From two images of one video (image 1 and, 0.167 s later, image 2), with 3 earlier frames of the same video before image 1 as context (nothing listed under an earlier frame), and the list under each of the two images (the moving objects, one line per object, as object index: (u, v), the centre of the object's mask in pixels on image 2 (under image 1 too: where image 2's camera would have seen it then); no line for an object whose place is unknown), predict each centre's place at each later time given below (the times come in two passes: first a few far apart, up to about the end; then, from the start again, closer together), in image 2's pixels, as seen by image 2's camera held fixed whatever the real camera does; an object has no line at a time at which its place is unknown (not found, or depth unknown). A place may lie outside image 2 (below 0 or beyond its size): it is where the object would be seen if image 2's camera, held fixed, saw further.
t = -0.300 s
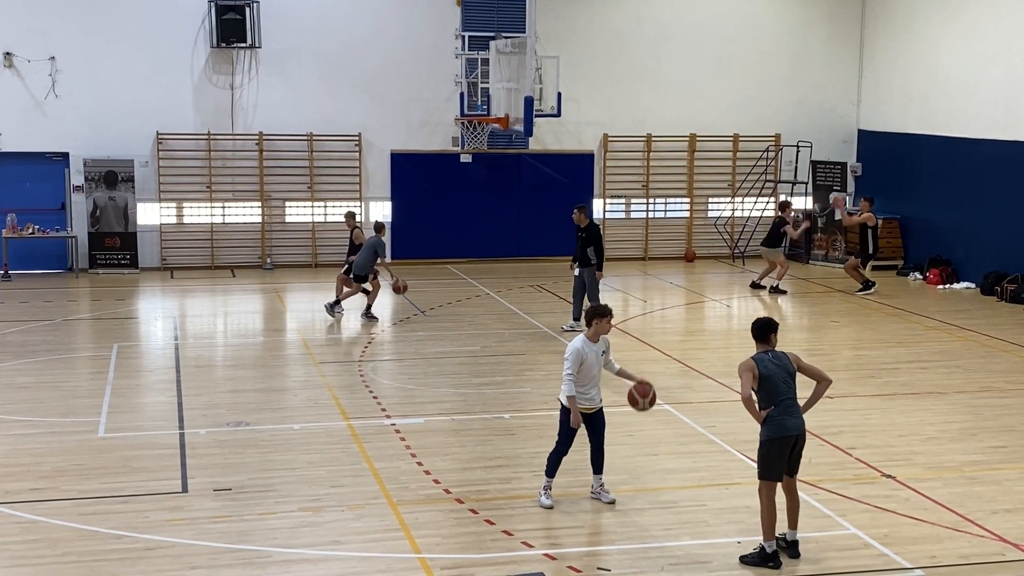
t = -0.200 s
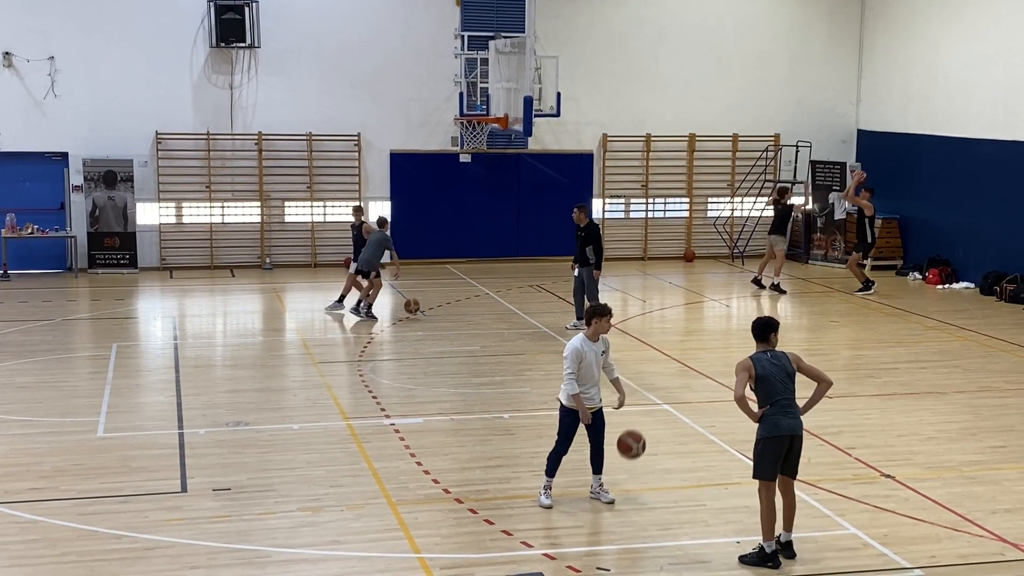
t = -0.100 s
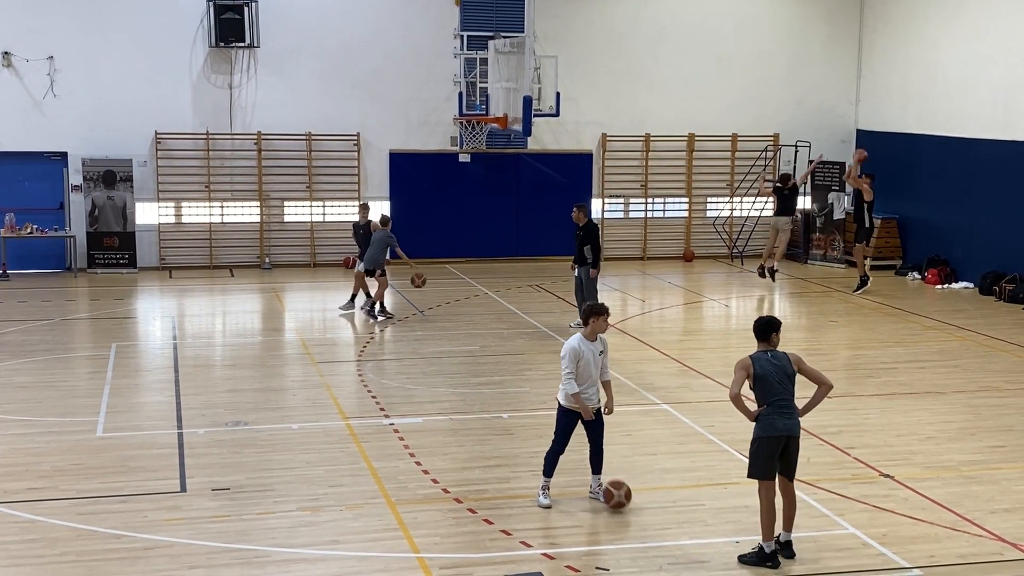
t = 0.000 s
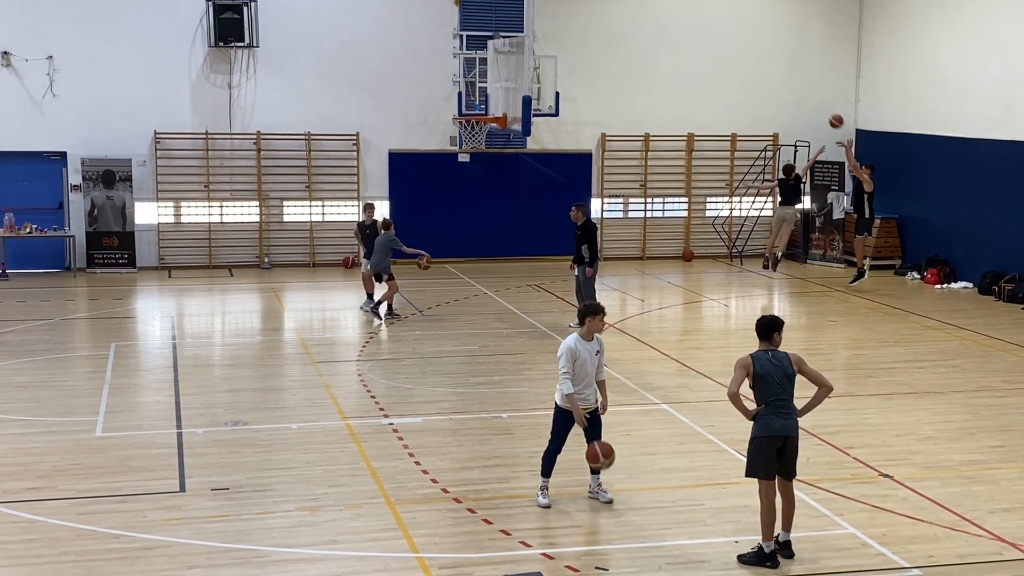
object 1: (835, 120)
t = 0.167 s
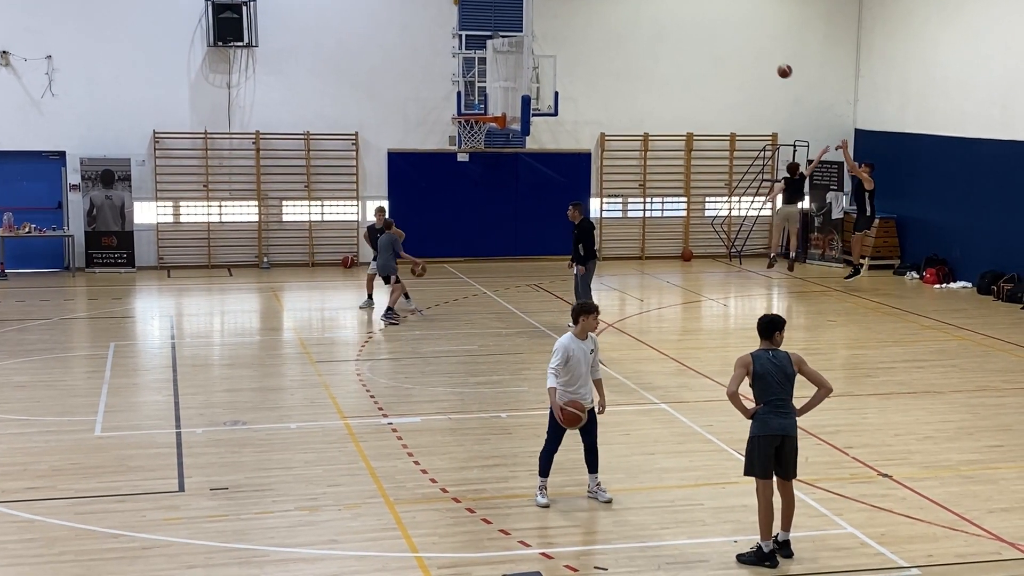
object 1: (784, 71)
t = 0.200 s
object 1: (774, 63)
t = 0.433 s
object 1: (706, 26)
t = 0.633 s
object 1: (648, 20)
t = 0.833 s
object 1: (592, 36)
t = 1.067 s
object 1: (536, 77)
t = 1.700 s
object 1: (508, 145)
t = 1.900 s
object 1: (498, 189)
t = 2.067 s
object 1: (489, 241)
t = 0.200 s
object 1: (774, 63)
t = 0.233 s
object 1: (764, 55)
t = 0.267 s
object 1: (754, 49)
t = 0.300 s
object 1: (744, 43)
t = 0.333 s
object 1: (735, 38)
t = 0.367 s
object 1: (725, 33)
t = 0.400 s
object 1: (715, 29)
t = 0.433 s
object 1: (706, 26)
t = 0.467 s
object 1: (696, 23)
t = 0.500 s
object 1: (686, 21)
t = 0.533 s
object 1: (677, 20)
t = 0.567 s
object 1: (667, 19)
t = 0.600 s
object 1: (657, 19)
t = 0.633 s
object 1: (648, 20)
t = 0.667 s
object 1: (639, 21)
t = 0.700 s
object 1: (629, 23)
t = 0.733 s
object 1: (620, 25)
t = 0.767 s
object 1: (611, 28)
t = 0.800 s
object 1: (601, 32)
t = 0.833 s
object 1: (592, 36)
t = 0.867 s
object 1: (583, 41)
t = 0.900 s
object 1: (574, 46)
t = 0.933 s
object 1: (565, 52)
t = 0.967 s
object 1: (557, 58)
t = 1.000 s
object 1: (548, 66)
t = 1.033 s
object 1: (543, 69)
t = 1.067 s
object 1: (536, 77)
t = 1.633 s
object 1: (512, 137)
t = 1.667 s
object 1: (510, 140)
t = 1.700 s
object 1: (508, 145)
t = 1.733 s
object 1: (507, 152)
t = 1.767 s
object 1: (505, 158)
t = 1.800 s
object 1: (503, 164)
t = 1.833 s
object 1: (502, 172)
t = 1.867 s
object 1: (500, 180)
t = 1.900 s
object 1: (498, 189)
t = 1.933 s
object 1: (496, 199)
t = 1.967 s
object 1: (494, 208)
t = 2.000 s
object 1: (493, 219)
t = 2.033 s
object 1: (491, 230)
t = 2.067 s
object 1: (489, 241)
